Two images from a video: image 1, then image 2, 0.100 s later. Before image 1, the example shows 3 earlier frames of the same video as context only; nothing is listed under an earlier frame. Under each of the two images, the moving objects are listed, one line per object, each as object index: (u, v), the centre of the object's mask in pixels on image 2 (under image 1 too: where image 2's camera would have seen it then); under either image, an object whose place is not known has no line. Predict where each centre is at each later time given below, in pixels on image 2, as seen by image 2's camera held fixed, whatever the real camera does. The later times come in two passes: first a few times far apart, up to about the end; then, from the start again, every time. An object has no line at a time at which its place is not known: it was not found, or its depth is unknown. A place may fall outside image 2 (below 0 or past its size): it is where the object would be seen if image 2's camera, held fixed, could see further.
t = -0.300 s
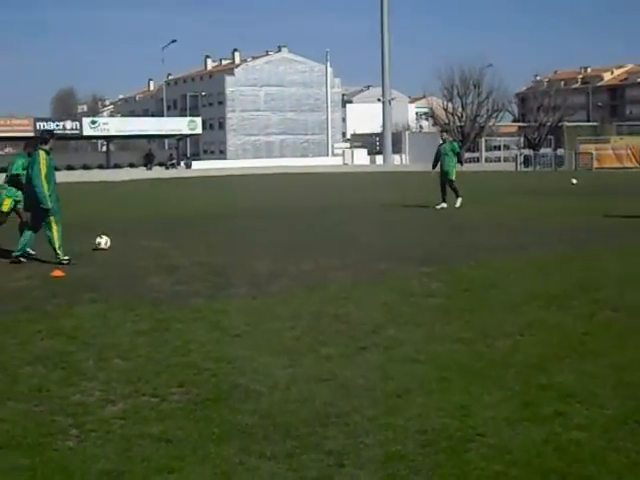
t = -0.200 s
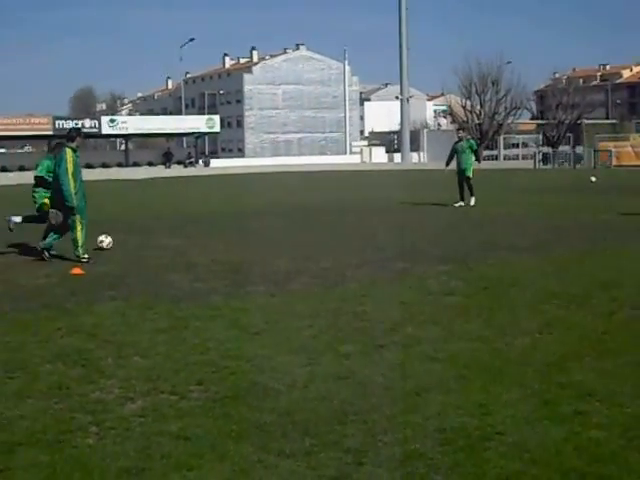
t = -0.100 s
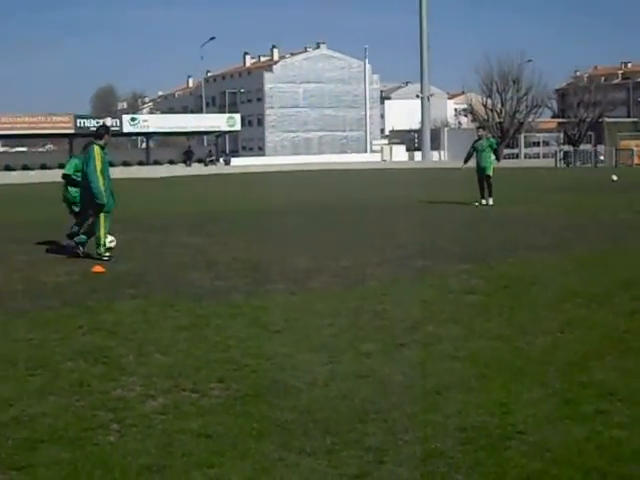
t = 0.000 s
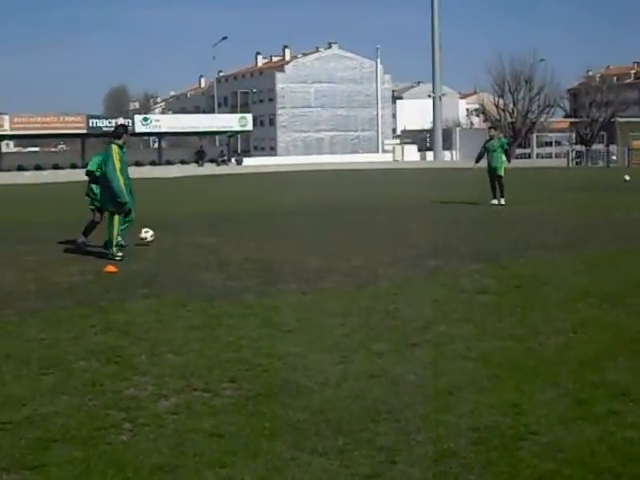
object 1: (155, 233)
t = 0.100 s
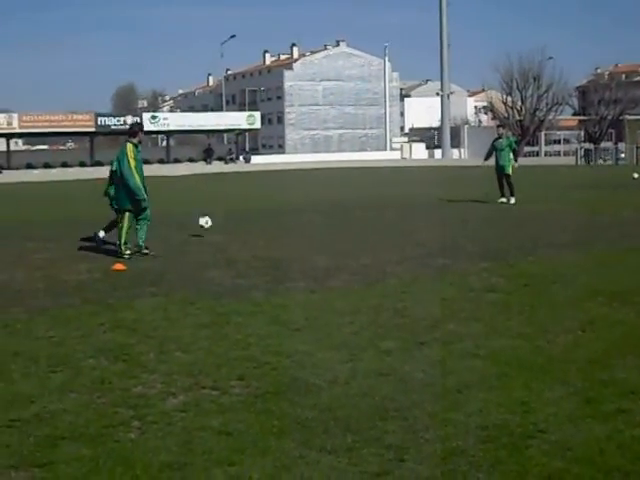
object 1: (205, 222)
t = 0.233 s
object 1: (261, 220)
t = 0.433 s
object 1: (324, 215)
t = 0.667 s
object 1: (374, 207)
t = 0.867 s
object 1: (407, 204)
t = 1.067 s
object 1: (435, 200)
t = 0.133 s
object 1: (219, 220)
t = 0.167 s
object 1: (234, 220)
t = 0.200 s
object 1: (248, 220)
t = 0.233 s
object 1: (261, 220)
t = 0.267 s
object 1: (274, 221)
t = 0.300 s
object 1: (285, 219)
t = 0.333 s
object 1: (295, 217)
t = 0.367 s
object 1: (306, 216)
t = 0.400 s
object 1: (315, 215)
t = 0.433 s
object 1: (324, 215)
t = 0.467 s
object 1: (333, 213)
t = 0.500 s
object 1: (340, 212)
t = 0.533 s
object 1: (348, 211)
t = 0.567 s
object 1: (355, 209)
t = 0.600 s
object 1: (362, 209)
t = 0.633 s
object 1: (368, 208)
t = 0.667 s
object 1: (374, 207)
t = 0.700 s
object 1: (381, 206)
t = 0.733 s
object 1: (386, 205)
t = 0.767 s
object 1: (392, 205)
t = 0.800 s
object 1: (397, 206)
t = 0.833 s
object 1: (403, 205)
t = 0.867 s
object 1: (407, 204)
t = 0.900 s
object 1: (413, 203)
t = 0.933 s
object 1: (418, 203)
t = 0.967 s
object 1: (422, 202)
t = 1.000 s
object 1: (427, 201)
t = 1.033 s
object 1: (431, 200)
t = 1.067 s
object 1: (435, 200)
